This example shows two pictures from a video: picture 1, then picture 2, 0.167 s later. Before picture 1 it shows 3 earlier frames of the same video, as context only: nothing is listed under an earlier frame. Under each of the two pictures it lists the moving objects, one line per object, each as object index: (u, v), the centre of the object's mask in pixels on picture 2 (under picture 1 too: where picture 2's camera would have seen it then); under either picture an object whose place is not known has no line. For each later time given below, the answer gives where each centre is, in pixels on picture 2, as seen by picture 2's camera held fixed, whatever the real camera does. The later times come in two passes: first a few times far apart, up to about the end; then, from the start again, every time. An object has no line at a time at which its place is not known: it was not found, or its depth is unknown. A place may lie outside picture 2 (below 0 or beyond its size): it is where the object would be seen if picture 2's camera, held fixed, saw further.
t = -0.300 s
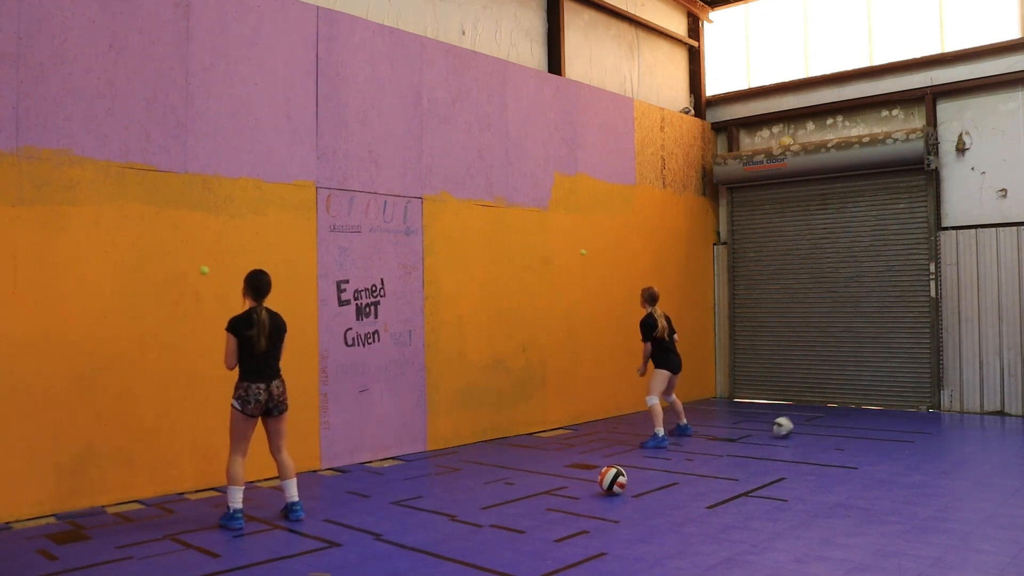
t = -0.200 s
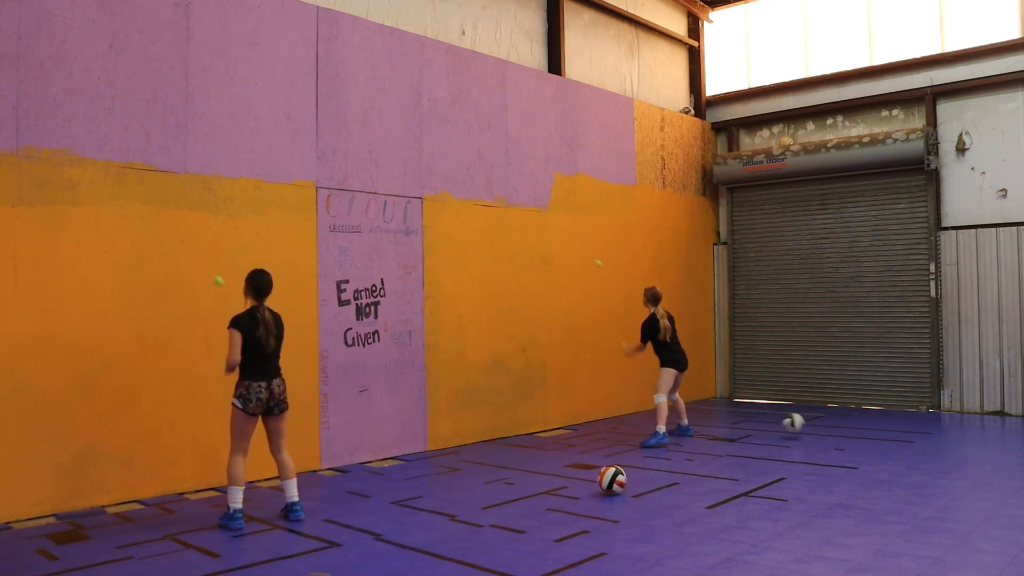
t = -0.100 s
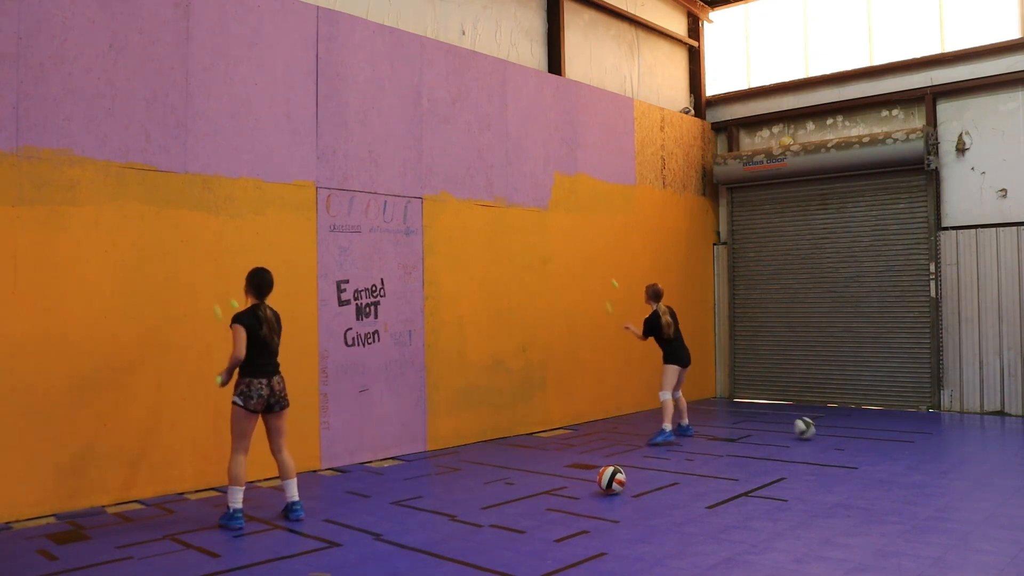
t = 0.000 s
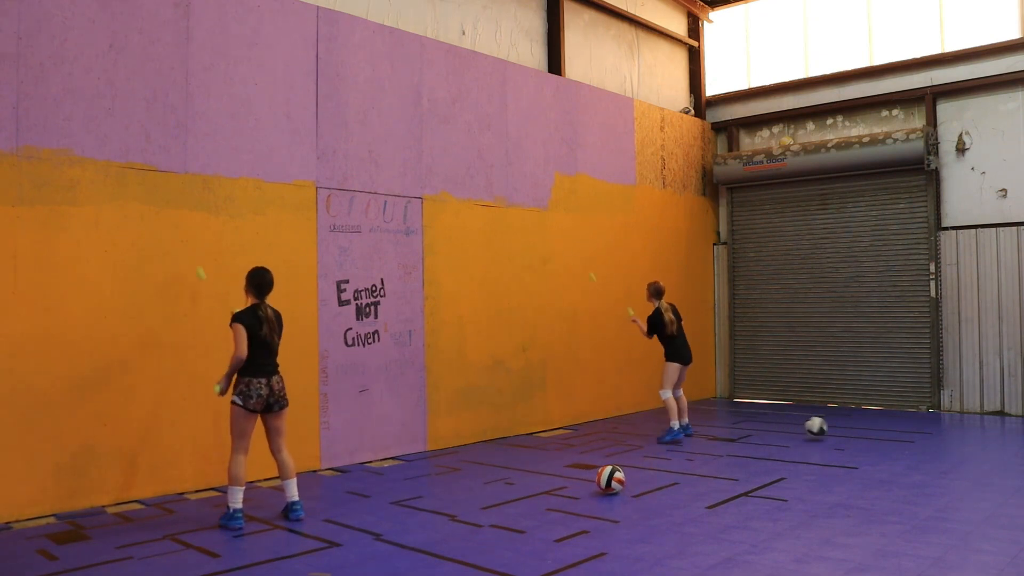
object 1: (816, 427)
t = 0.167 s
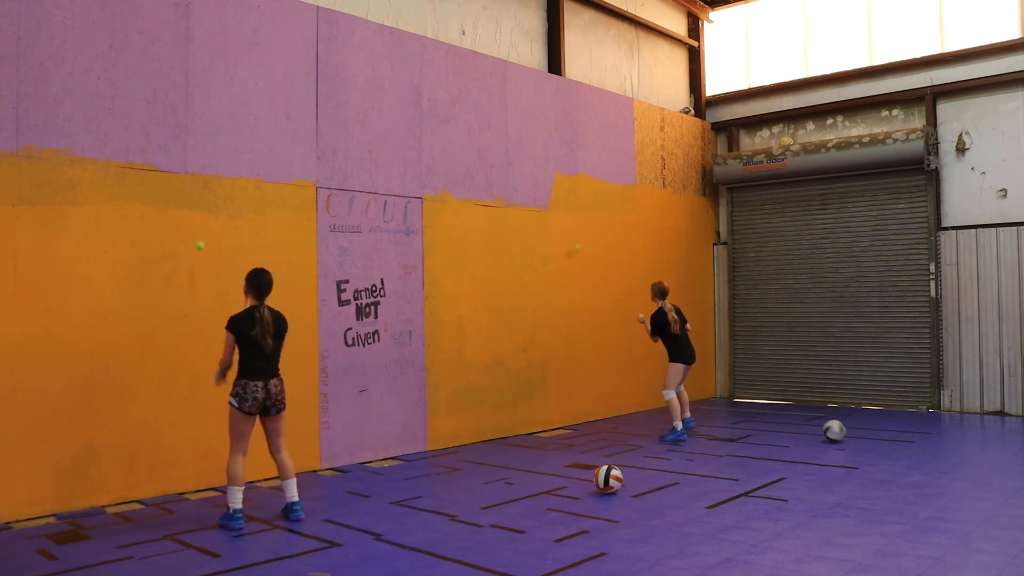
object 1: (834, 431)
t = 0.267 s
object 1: (846, 432)
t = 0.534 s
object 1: (877, 434)
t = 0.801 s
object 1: (906, 436)
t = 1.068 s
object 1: (937, 438)
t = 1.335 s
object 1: (967, 441)
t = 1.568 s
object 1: (992, 443)
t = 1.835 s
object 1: (1017, 445)
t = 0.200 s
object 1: (838, 432)
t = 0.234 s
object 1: (842, 432)
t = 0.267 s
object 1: (846, 432)
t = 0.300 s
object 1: (850, 432)
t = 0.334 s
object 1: (853, 433)
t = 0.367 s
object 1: (858, 433)
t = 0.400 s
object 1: (861, 433)
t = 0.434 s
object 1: (865, 433)
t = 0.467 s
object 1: (869, 433)
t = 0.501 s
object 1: (873, 434)
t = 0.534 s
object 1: (877, 434)
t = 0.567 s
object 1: (881, 434)
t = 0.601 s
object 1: (884, 434)
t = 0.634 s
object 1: (887, 434)
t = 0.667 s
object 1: (891, 435)
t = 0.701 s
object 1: (895, 435)
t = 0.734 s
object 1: (899, 435)
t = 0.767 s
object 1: (903, 436)
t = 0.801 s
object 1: (906, 436)
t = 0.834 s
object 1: (910, 437)
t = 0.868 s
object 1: (914, 437)
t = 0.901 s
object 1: (918, 437)
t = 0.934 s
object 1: (922, 438)
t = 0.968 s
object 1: (926, 438)
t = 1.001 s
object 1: (929, 438)
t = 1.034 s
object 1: (933, 438)
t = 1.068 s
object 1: (937, 438)
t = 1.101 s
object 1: (940, 438)
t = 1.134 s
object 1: (944, 439)
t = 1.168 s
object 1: (948, 439)
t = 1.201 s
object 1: (952, 439)
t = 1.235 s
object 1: (955, 439)
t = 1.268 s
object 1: (959, 439)
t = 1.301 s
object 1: (963, 440)
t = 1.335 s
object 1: (967, 441)
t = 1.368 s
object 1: (970, 441)
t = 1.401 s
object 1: (973, 441)
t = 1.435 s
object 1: (977, 442)
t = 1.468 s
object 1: (981, 442)
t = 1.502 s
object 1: (984, 442)
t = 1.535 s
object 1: (988, 443)
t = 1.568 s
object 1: (992, 443)
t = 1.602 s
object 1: (996, 443)
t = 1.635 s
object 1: (1000, 443)
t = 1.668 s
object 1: (1003, 444)
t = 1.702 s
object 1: (1007, 445)
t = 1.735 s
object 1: (1011, 445)
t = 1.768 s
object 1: (1013, 445)
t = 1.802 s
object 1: (1015, 445)
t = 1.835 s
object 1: (1017, 445)
